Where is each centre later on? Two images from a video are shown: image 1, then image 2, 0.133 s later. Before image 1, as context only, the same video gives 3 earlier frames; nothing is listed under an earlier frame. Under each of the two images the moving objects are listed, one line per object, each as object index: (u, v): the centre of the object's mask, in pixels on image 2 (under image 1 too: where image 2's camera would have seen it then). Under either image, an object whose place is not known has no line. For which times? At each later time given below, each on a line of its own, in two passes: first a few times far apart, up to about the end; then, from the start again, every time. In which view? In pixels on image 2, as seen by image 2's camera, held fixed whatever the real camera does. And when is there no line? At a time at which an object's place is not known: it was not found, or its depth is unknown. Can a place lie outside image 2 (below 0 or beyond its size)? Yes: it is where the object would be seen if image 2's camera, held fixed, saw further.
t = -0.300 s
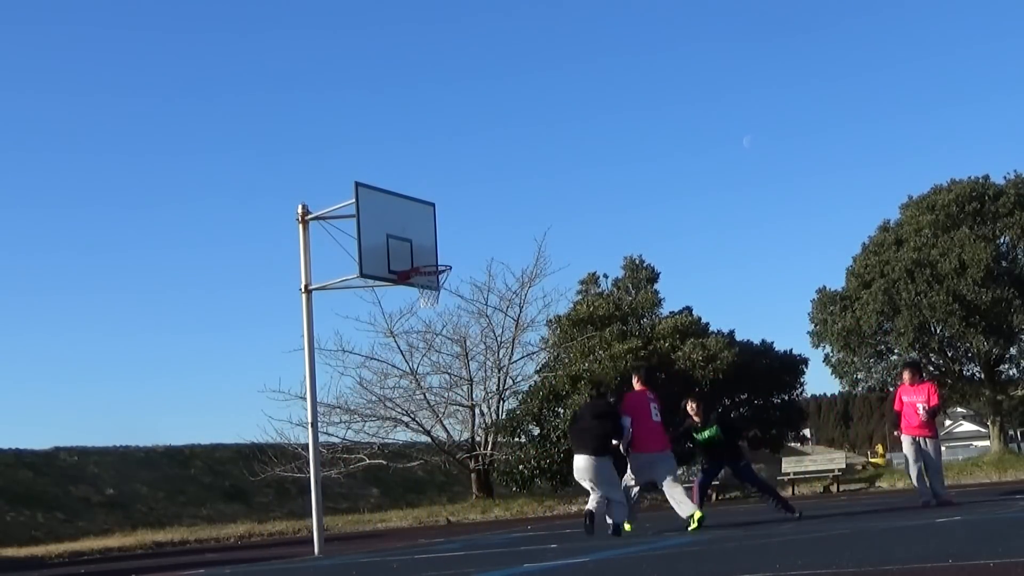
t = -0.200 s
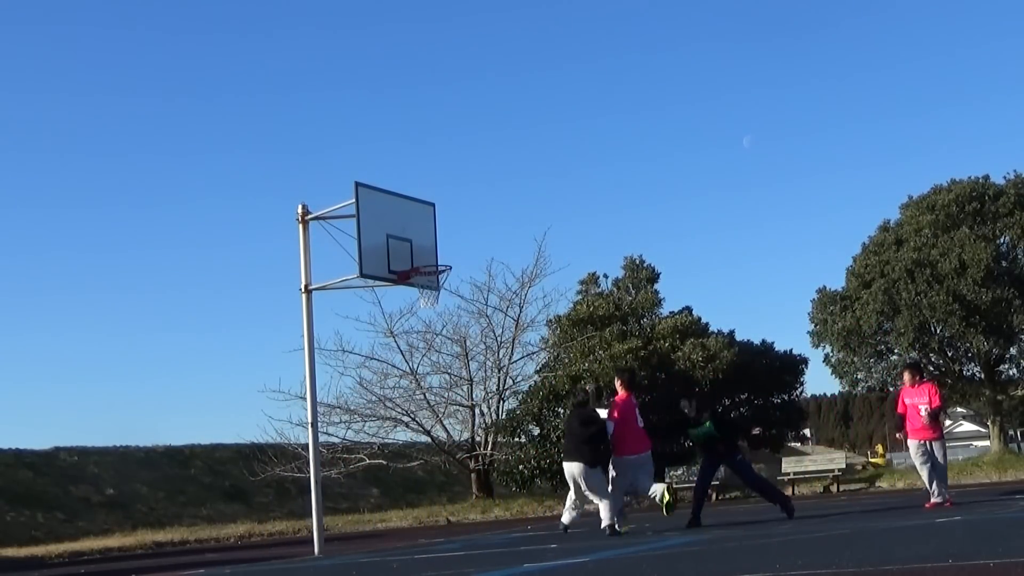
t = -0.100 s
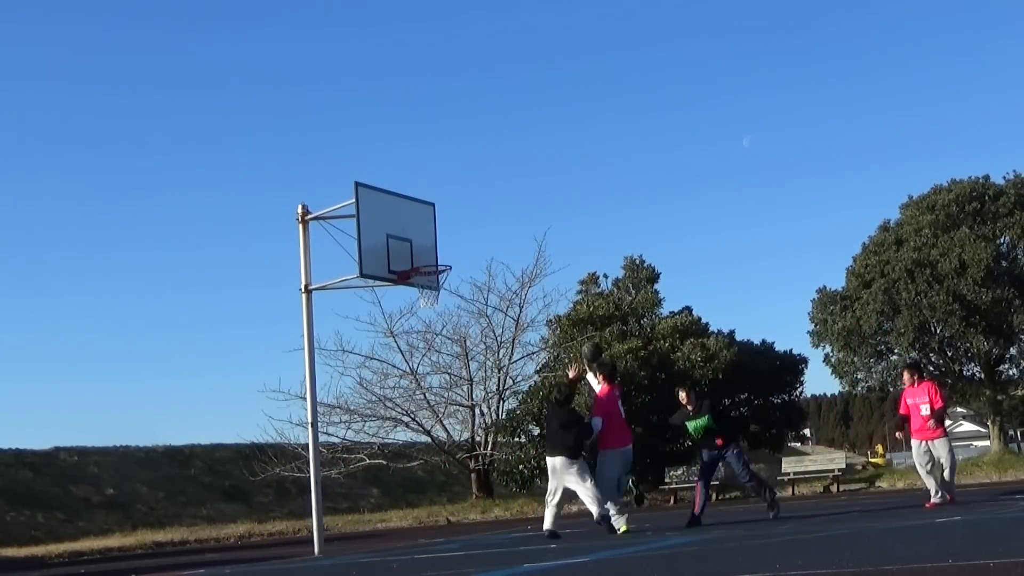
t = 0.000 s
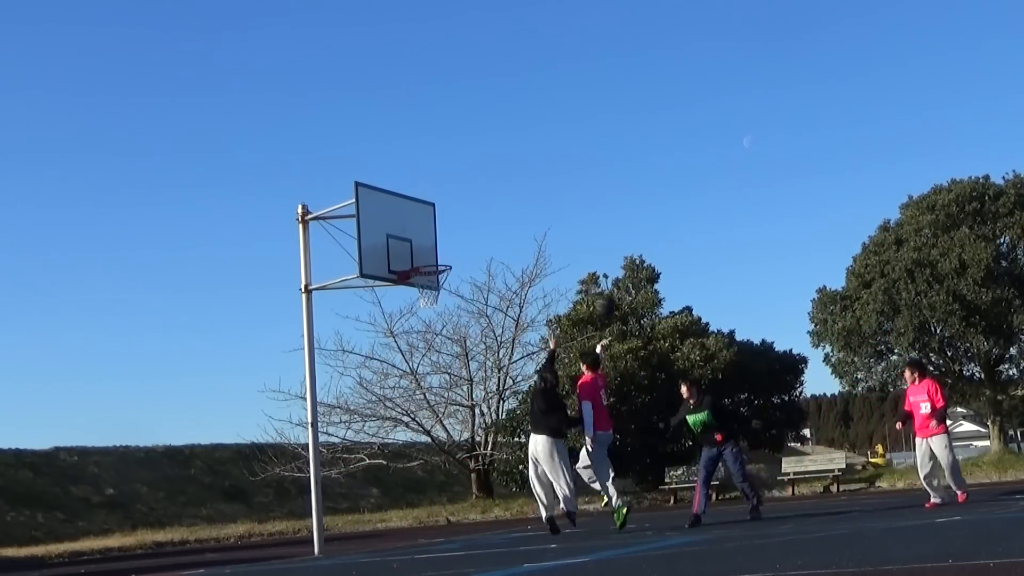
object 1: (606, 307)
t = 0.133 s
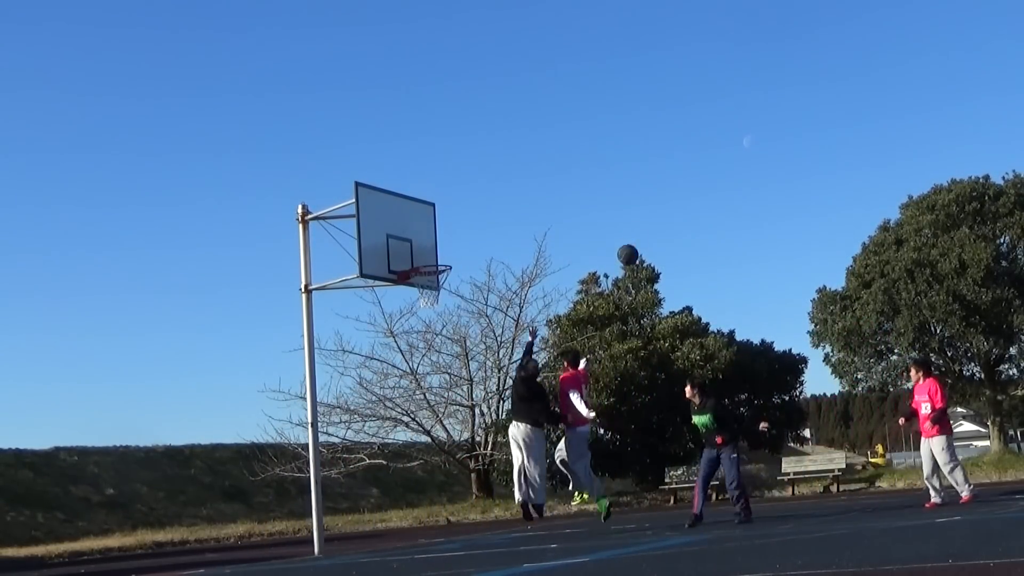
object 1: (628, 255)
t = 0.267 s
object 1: (651, 219)
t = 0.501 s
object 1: (693, 196)
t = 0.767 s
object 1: (746, 227)
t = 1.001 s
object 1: (796, 307)
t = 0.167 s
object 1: (633, 244)
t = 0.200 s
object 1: (639, 235)
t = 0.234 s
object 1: (645, 227)
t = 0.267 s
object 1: (651, 219)
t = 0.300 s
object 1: (656, 213)
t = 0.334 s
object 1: (662, 207)
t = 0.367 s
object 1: (668, 203)
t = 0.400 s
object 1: (674, 200)
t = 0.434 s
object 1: (680, 197)
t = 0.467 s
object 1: (687, 196)
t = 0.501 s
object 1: (693, 196)
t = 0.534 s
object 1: (699, 196)
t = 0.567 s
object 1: (706, 198)
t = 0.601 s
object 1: (712, 200)
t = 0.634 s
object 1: (719, 204)
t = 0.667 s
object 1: (725, 208)
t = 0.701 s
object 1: (732, 213)
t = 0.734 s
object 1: (739, 219)
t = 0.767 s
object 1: (746, 227)
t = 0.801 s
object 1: (753, 235)
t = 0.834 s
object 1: (760, 244)
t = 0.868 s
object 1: (767, 255)
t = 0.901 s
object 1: (774, 266)
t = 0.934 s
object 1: (781, 279)
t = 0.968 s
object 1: (789, 292)
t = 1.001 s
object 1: (796, 307)
